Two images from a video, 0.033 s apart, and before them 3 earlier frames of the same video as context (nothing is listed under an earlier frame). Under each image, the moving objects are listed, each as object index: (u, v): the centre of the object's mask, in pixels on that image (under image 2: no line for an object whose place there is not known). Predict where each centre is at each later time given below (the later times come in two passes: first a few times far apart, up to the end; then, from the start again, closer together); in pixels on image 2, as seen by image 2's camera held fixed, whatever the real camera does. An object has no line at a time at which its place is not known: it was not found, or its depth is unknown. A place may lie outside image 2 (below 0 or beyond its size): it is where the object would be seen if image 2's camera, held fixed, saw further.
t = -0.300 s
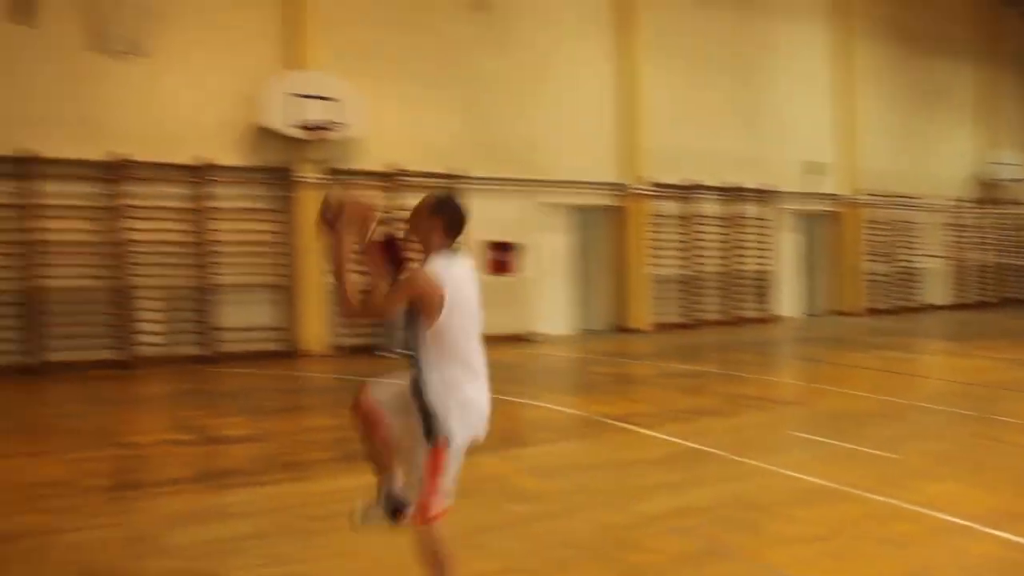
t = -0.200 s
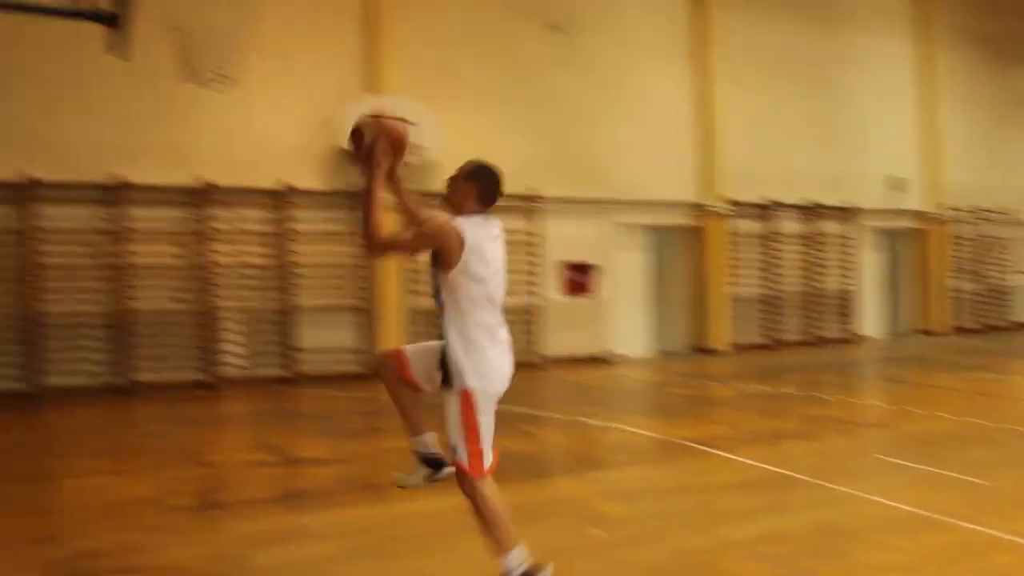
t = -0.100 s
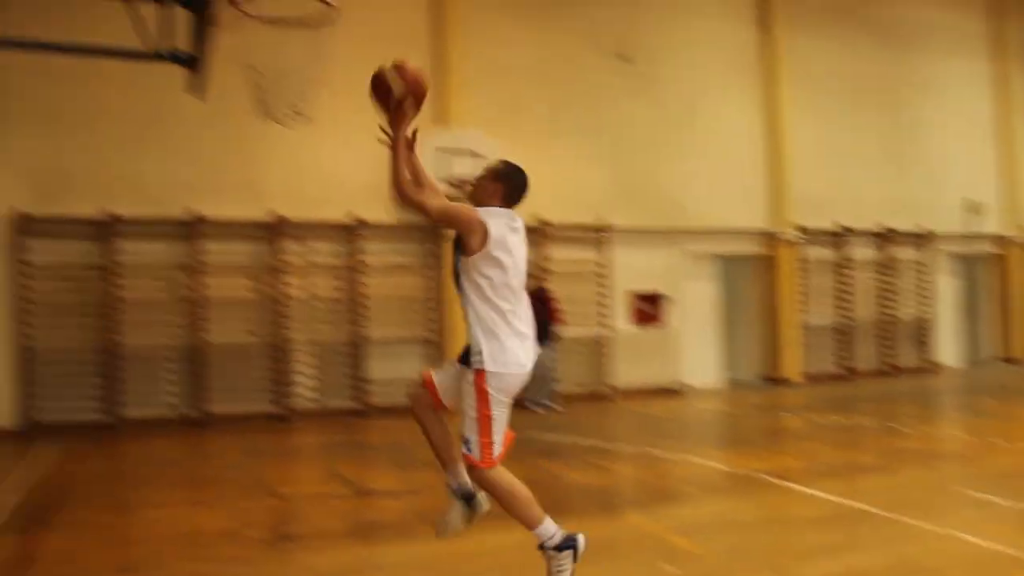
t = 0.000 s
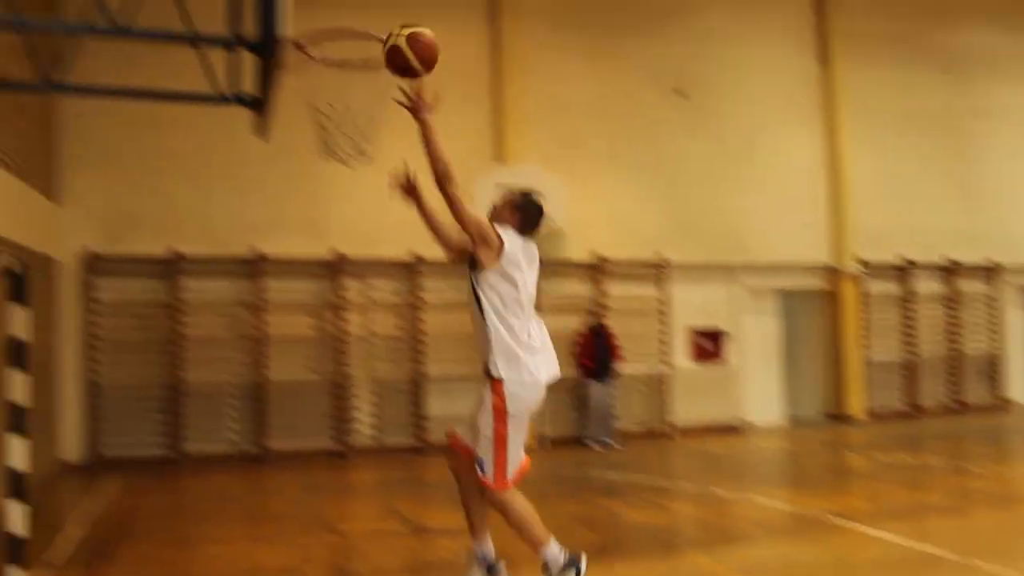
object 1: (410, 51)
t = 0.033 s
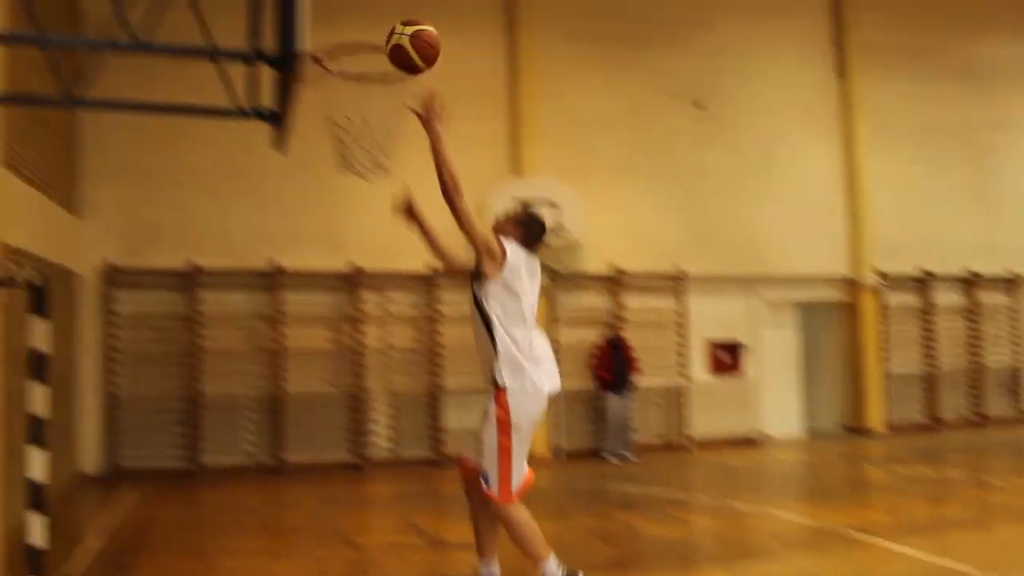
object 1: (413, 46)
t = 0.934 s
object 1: (336, 151)
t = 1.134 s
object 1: (350, 220)
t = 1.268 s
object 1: (360, 306)
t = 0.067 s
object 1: (394, 28)
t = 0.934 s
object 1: (336, 151)
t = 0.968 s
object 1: (336, 159)
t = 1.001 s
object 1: (340, 167)
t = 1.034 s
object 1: (343, 176)
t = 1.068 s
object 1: (346, 188)
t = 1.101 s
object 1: (348, 203)
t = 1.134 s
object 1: (350, 220)
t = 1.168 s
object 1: (352, 238)
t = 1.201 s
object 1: (354, 261)
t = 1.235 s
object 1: (358, 285)
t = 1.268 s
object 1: (360, 306)
